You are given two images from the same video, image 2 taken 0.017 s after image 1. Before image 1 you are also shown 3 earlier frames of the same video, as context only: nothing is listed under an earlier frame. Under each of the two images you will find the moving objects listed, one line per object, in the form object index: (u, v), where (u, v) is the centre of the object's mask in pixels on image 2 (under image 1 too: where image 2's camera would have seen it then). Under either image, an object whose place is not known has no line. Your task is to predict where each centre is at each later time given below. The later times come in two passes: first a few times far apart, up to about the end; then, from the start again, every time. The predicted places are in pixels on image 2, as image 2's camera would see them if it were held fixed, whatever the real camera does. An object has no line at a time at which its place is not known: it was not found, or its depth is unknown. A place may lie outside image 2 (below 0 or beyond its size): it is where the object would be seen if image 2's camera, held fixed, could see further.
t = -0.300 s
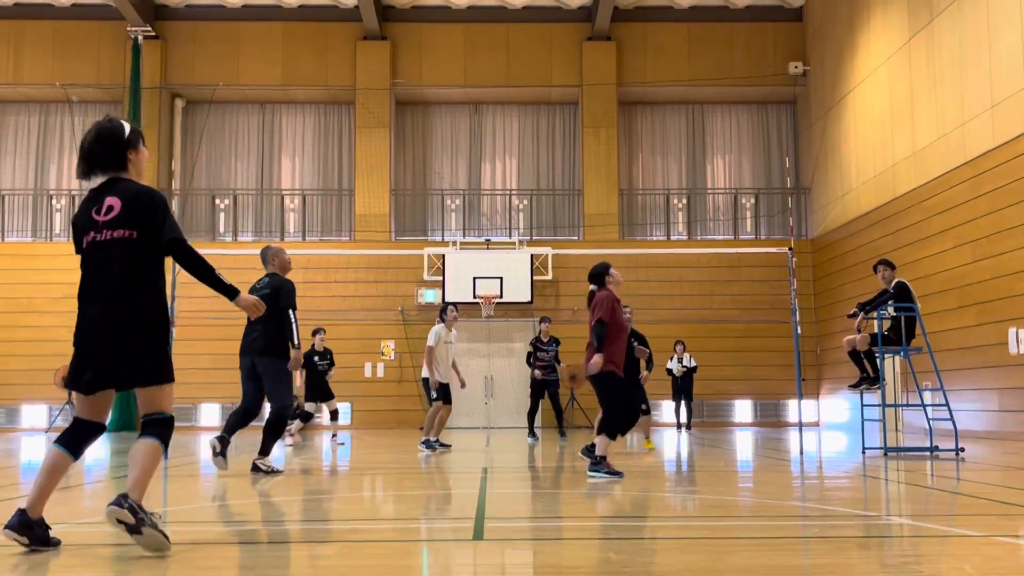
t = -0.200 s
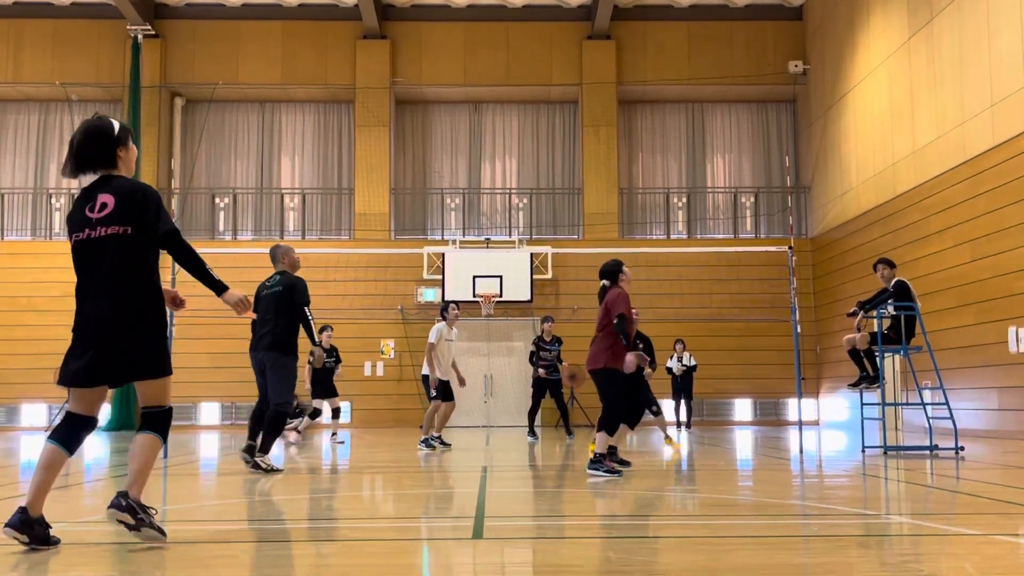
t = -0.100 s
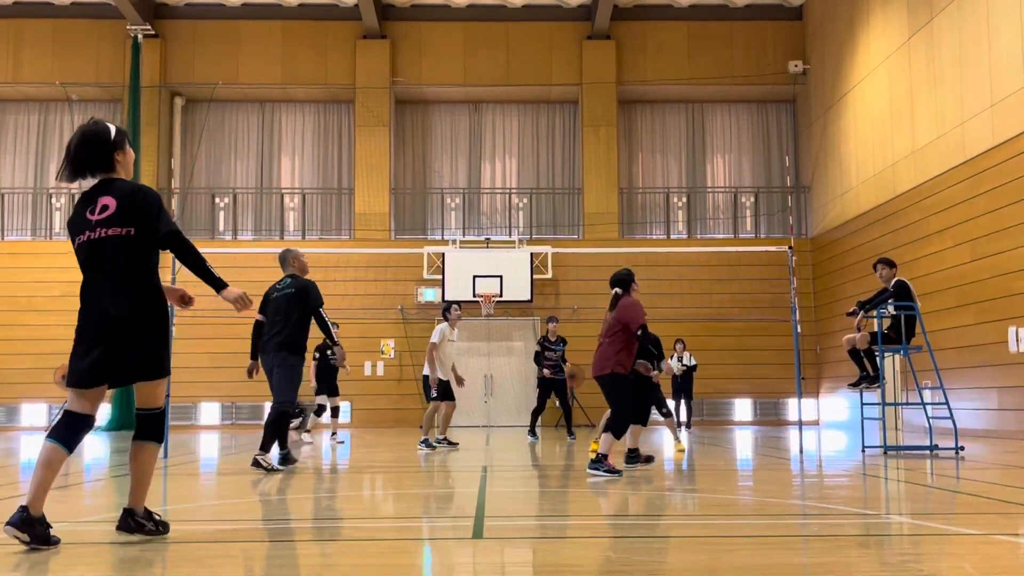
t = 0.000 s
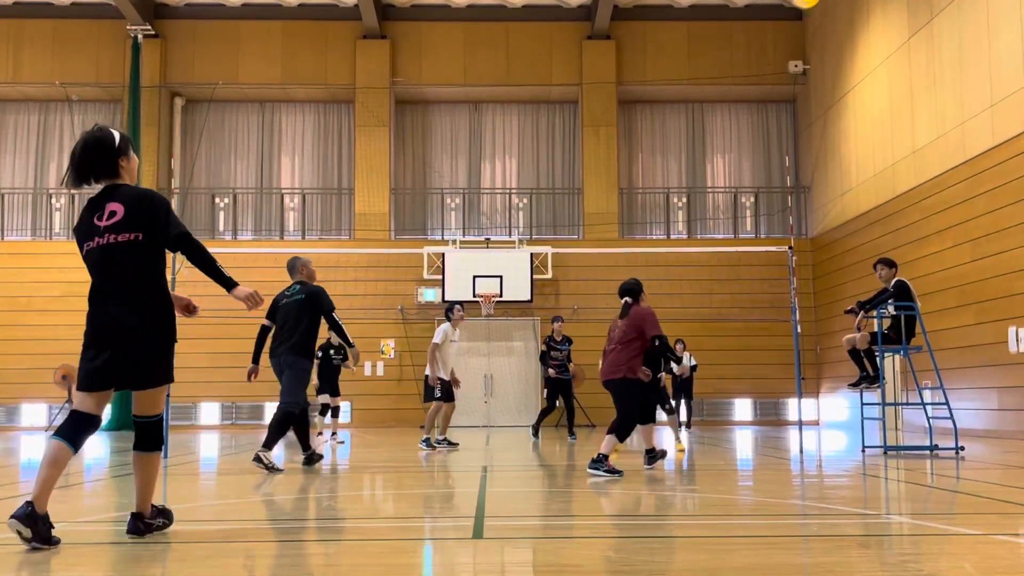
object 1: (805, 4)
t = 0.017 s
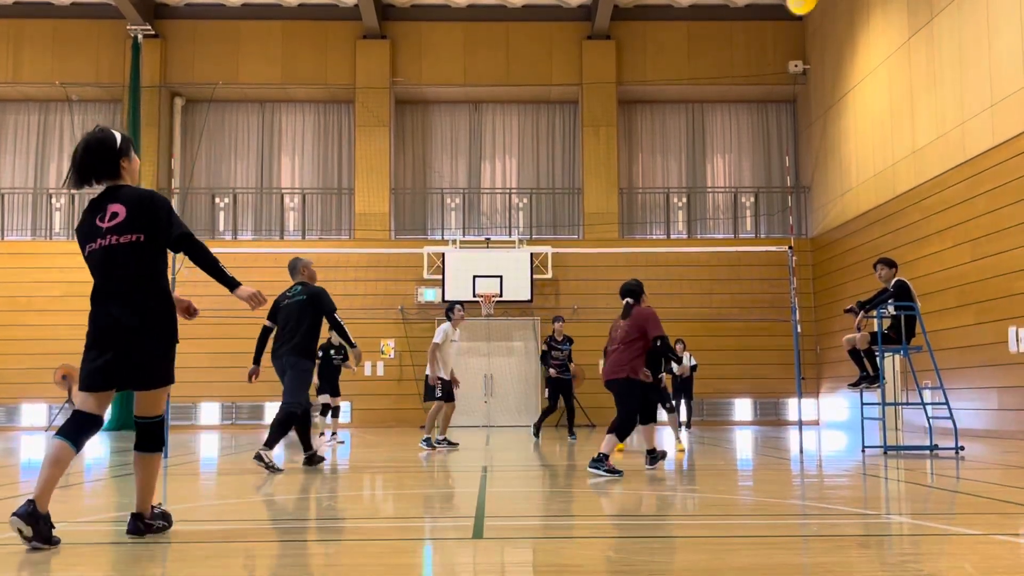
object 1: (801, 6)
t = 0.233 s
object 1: (753, 105)
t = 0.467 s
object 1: (716, 248)
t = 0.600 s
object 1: (703, 314)
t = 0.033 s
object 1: (797, 10)
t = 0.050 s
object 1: (793, 14)
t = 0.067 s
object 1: (789, 21)
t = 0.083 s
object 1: (785, 29)
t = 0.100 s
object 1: (781, 36)
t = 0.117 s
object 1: (777, 45)
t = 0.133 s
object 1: (773, 53)
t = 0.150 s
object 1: (770, 61)
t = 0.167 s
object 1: (767, 69)
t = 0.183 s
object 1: (763, 78)
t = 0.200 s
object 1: (760, 86)
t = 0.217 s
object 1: (756, 95)
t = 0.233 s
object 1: (753, 105)
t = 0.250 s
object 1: (750, 114)
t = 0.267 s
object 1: (747, 124)
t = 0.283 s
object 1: (744, 134)
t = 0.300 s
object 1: (741, 143)
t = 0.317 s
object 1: (738, 153)
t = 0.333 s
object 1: (736, 163)
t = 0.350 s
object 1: (733, 173)
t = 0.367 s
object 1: (730, 183)
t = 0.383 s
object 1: (727, 193)
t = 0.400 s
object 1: (725, 203)
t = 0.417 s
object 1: (722, 214)
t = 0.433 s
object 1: (720, 225)
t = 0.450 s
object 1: (718, 235)
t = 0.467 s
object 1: (716, 248)
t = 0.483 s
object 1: (713, 259)
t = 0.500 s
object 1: (712, 270)
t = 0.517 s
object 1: (710, 280)
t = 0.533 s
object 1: (708, 291)
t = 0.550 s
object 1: (706, 300)
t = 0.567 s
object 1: (705, 308)
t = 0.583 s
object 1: (704, 313)
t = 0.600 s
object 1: (703, 314)
